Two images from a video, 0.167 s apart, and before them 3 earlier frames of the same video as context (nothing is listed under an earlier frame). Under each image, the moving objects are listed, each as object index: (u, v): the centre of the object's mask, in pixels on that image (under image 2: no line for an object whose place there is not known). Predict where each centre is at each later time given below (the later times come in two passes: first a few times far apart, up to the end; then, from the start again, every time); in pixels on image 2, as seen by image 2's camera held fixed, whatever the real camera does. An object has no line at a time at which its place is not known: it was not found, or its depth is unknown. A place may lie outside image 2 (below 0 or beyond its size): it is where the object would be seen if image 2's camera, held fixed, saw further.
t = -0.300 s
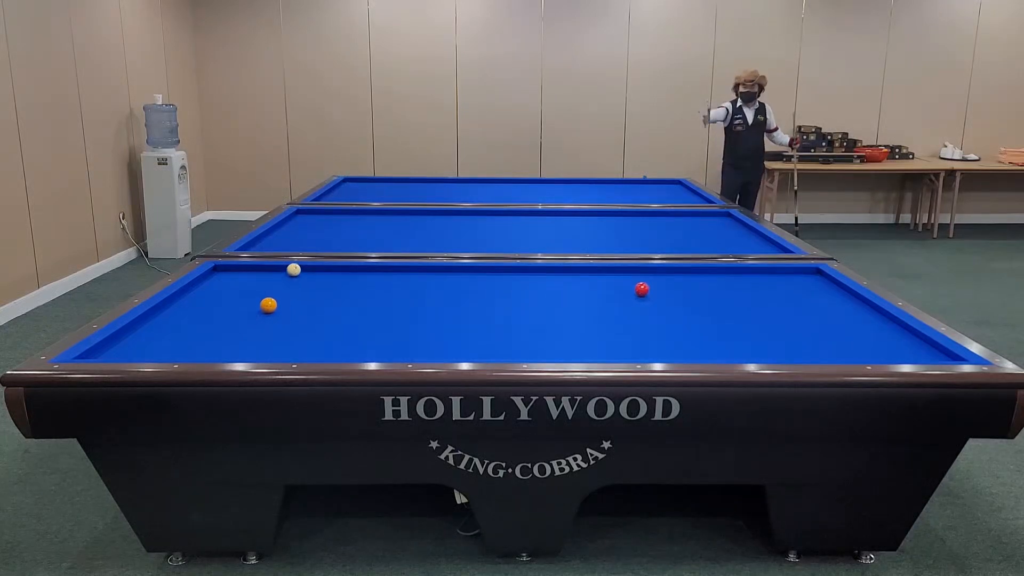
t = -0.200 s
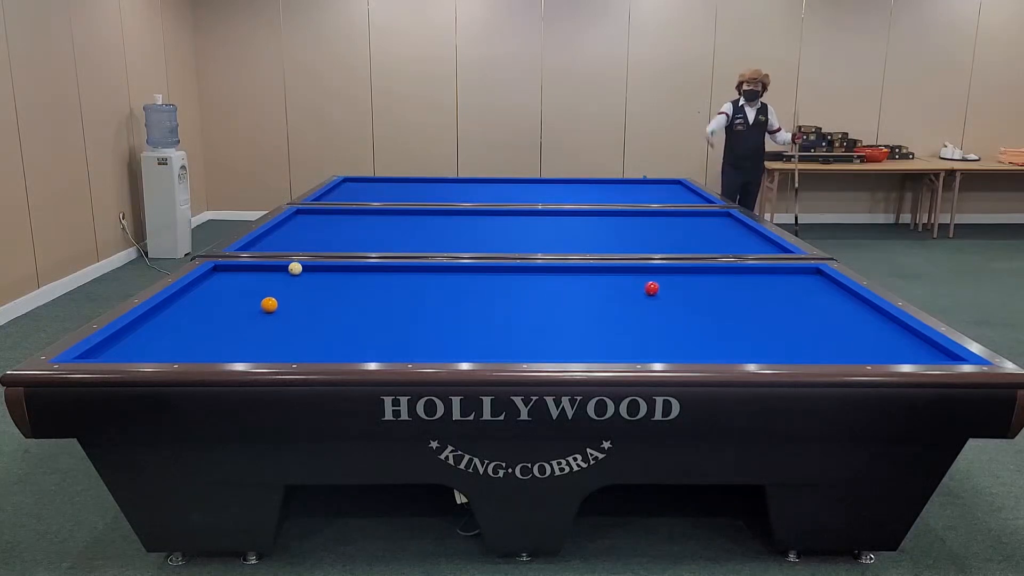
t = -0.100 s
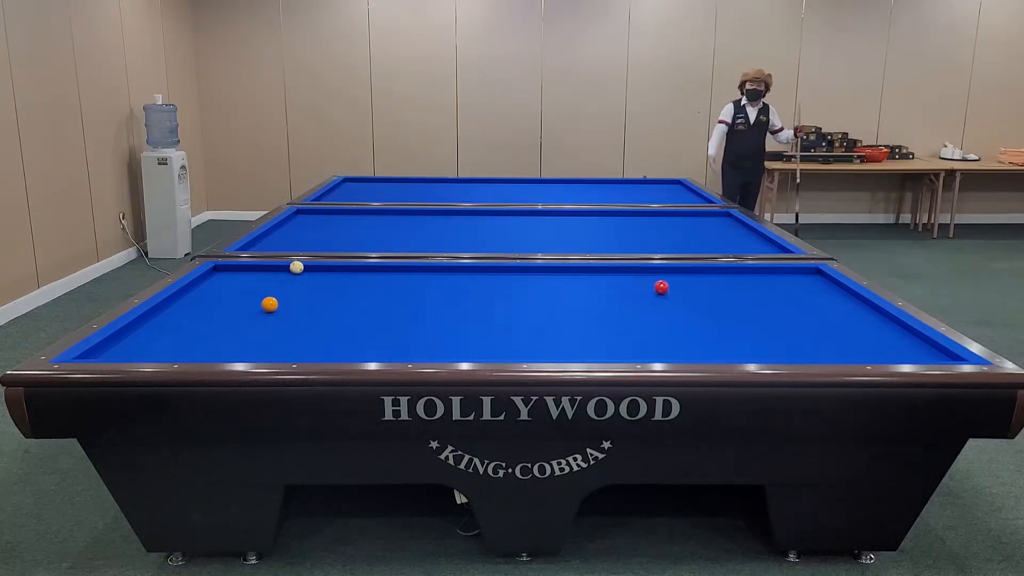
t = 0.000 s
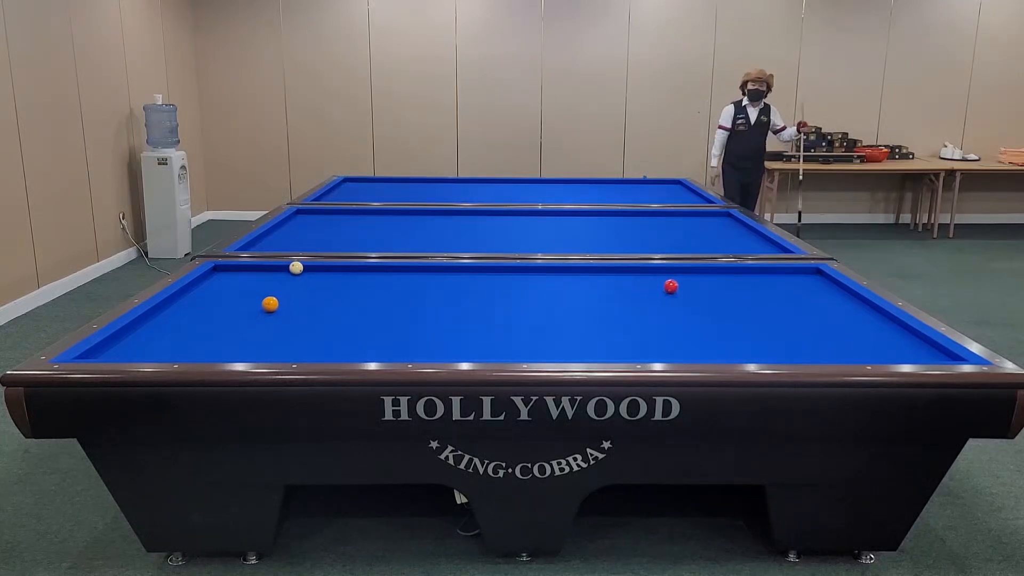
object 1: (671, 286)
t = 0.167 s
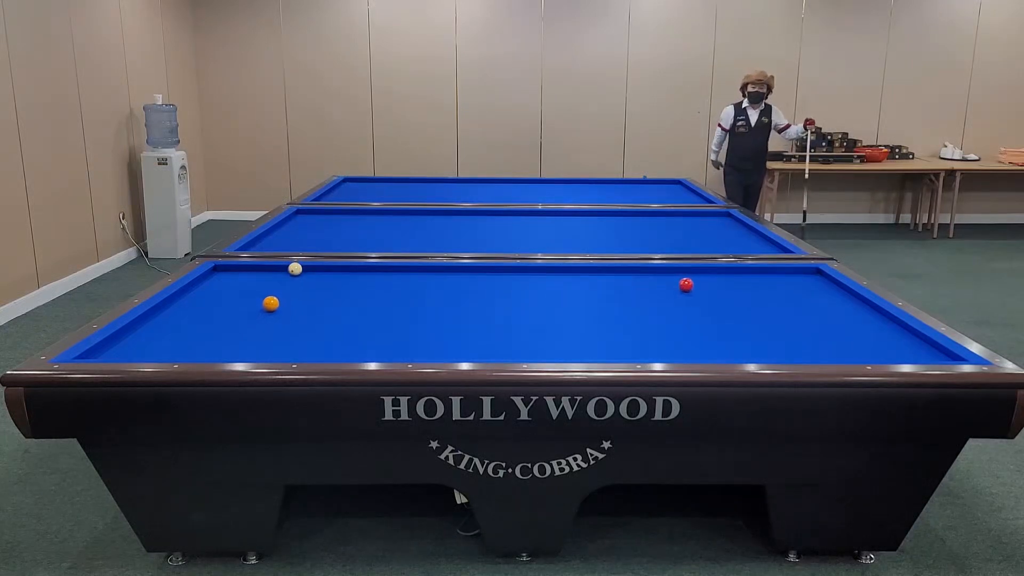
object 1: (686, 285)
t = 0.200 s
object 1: (689, 284)
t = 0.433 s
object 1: (709, 282)
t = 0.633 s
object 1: (726, 280)
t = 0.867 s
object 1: (744, 279)
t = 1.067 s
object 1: (760, 277)
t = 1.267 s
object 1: (774, 275)
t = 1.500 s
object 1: (790, 274)
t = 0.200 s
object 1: (689, 284)
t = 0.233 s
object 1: (692, 284)
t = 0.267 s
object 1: (695, 284)
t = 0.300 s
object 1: (698, 283)
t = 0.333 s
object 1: (700, 283)
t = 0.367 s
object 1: (703, 283)
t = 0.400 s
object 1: (706, 282)
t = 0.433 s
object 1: (709, 282)
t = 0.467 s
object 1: (712, 282)
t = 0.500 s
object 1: (715, 282)
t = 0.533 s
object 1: (718, 281)
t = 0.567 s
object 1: (720, 281)
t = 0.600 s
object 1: (723, 281)
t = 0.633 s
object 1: (726, 280)
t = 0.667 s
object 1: (728, 280)
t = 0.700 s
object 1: (731, 280)
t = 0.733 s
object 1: (734, 280)
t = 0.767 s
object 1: (736, 279)
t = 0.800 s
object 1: (739, 279)
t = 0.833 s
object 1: (742, 279)
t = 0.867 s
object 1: (744, 279)
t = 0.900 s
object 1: (747, 278)
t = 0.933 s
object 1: (749, 278)
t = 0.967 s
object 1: (752, 278)
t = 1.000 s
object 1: (754, 277)
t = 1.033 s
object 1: (757, 277)
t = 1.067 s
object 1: (760, 277)
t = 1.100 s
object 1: (762, 277)
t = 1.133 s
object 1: (764, 276)
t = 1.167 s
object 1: (767, 276)
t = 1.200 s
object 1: (769, 276)
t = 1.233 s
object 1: (772, 276)
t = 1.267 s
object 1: (774, 275)
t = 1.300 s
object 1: (777, 275)
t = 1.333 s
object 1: (779, 275)
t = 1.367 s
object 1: (781, 275)
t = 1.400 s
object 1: (783, 274)
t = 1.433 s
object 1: (786, 274)
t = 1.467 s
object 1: (788, 274)
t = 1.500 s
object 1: (790, 274)
